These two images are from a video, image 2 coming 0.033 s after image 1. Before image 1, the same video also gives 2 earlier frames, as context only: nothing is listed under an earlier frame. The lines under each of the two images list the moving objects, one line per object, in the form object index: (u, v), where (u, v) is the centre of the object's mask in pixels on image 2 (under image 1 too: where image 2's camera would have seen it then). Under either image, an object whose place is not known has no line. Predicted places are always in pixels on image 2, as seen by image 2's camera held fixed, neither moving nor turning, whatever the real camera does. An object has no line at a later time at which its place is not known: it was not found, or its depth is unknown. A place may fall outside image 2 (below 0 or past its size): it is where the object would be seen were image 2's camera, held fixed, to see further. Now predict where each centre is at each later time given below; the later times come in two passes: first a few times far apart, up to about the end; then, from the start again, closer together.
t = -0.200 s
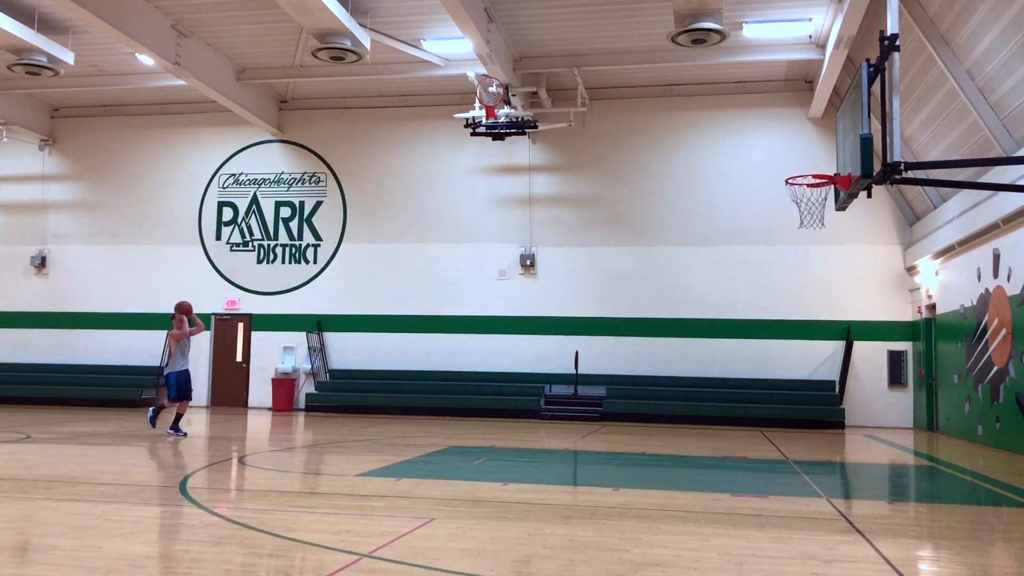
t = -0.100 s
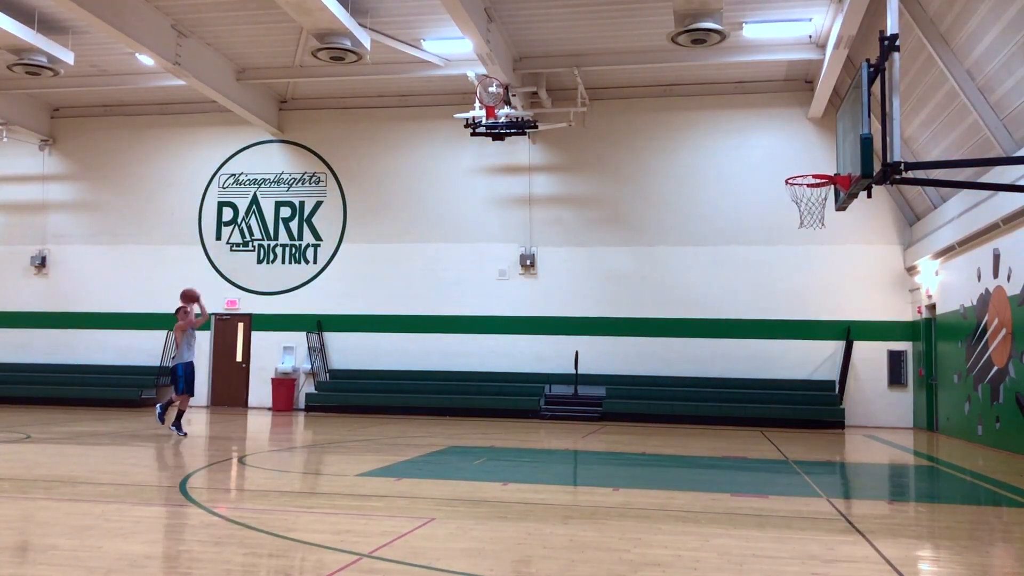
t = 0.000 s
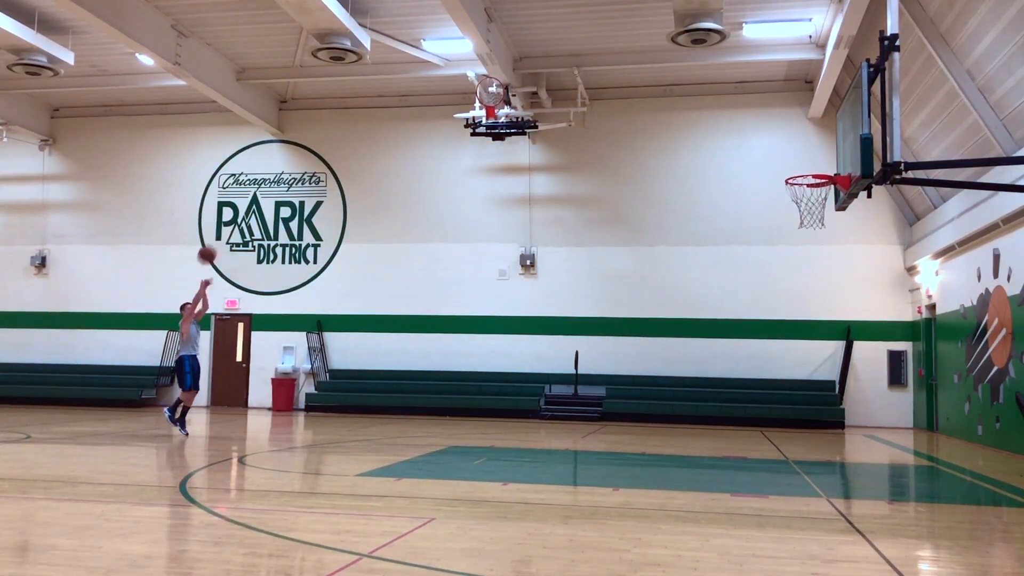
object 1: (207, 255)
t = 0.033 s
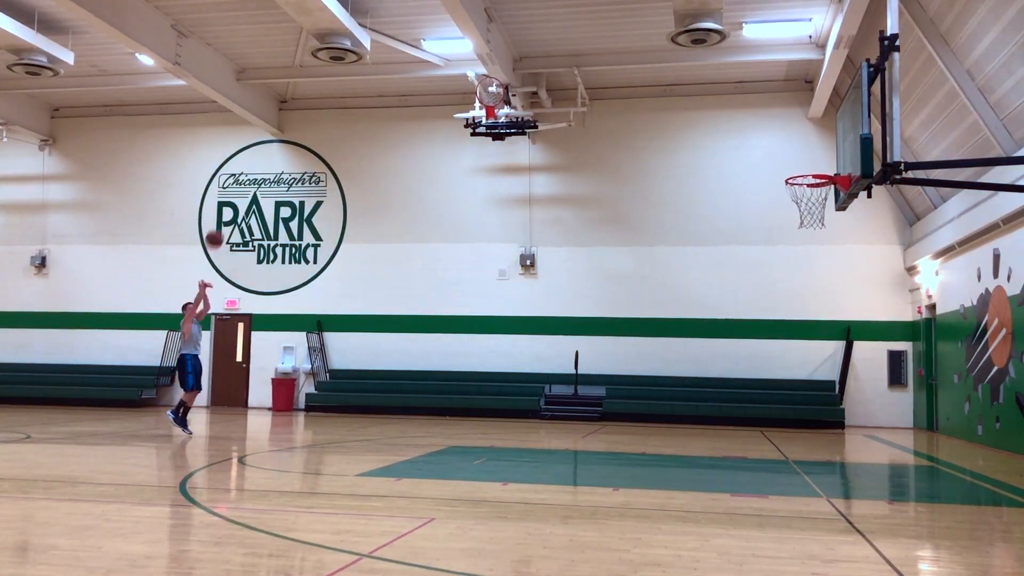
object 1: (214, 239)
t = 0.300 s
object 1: (272, 142)
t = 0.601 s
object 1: (337, 89)
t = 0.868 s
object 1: (395, 94)
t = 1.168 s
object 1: (463, 165)
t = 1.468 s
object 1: (534, 312)
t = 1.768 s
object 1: (593, 388)
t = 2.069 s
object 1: (621, 269)
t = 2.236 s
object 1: (637, 235)
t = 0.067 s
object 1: (221, 225)
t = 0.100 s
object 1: (230, 211)
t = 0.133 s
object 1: (237, 196)
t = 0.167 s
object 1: (243, 185)
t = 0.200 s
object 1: (251, 173)
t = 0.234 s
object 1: (258, 161)
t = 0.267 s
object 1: (265, 151)
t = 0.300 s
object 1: (272, 142)
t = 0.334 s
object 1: (280, 133)
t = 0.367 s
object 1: (287, 125)
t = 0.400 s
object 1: (294, 118)
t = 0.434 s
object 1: (300, 111)
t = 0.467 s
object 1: (308, 105)
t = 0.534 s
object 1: (322, 95)
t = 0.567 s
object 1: (329, 92)
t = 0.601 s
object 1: (337, 89)
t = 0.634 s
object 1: (344, 87)
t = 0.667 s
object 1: (351, 85)
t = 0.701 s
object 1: (359, 84)
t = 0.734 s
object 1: (366, 85)
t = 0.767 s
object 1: (373, 86)
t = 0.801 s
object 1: (380, 88)
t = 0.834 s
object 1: (388, 91)
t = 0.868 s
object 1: (395, 94)
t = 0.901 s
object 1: (403, 98)
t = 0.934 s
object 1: (410, 104)
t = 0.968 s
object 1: (417, 110)
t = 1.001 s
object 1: (425, 117)
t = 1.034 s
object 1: (432, 125)
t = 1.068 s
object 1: (440, 134)
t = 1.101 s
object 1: (447, 144)
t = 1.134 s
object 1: (455, 154)
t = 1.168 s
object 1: (463, 165)
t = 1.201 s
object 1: (470, 178)
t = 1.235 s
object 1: (478, 191)
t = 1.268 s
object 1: (486, 206)
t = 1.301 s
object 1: (494, 221)
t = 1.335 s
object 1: (502, 237)
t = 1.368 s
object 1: (510, 254)
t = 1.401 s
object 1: (518, 273)
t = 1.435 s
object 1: (526, 292)
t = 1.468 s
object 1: (534, 312)
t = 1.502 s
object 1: (543, 334)
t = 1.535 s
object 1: (551, 357)
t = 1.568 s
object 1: (560, 380)
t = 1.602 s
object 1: (569, 406)
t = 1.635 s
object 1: (577, 436)
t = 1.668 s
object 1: (584, 445)
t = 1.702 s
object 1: (587, 425)
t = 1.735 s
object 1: (590, 406)
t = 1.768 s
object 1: (593, 388)
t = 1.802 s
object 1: (597, 372)
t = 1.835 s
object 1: (599, 354)
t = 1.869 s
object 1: (602, 340)
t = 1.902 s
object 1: (605, 326)
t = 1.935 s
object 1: (608, 312)
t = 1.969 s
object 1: (611, 300)
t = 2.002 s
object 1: (615, 288)
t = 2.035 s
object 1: (617, 278)
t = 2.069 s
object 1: (621, 269)
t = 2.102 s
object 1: (624, 260)
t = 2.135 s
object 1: (627, 252)
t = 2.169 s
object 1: (630, 246)
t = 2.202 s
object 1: (634, 240)
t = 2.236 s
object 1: (637, 235)
